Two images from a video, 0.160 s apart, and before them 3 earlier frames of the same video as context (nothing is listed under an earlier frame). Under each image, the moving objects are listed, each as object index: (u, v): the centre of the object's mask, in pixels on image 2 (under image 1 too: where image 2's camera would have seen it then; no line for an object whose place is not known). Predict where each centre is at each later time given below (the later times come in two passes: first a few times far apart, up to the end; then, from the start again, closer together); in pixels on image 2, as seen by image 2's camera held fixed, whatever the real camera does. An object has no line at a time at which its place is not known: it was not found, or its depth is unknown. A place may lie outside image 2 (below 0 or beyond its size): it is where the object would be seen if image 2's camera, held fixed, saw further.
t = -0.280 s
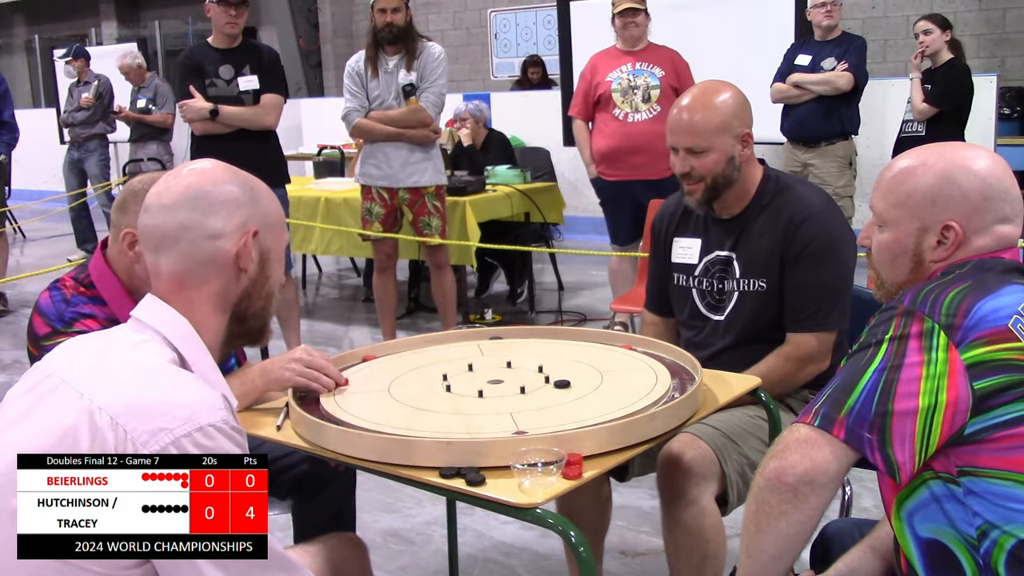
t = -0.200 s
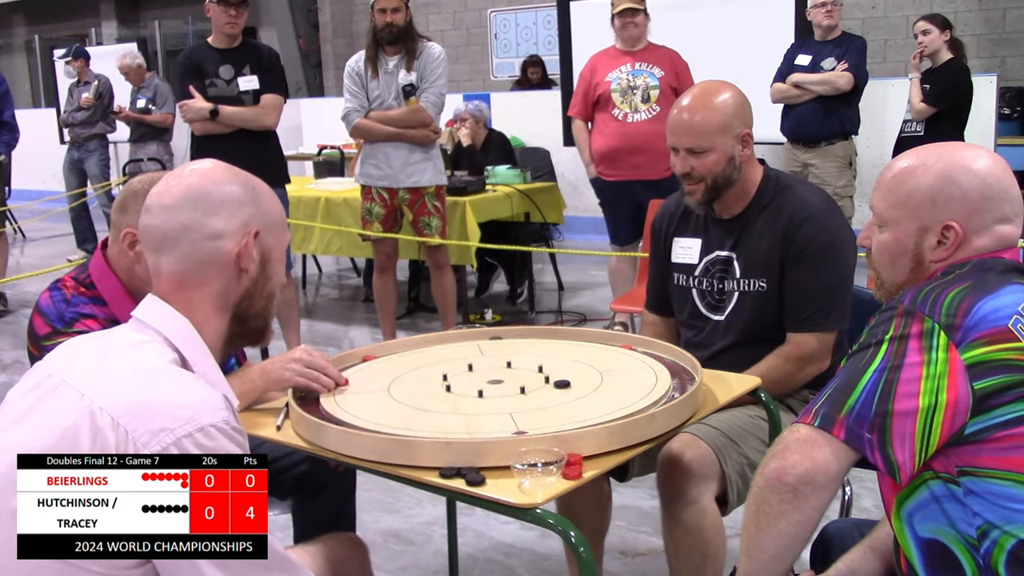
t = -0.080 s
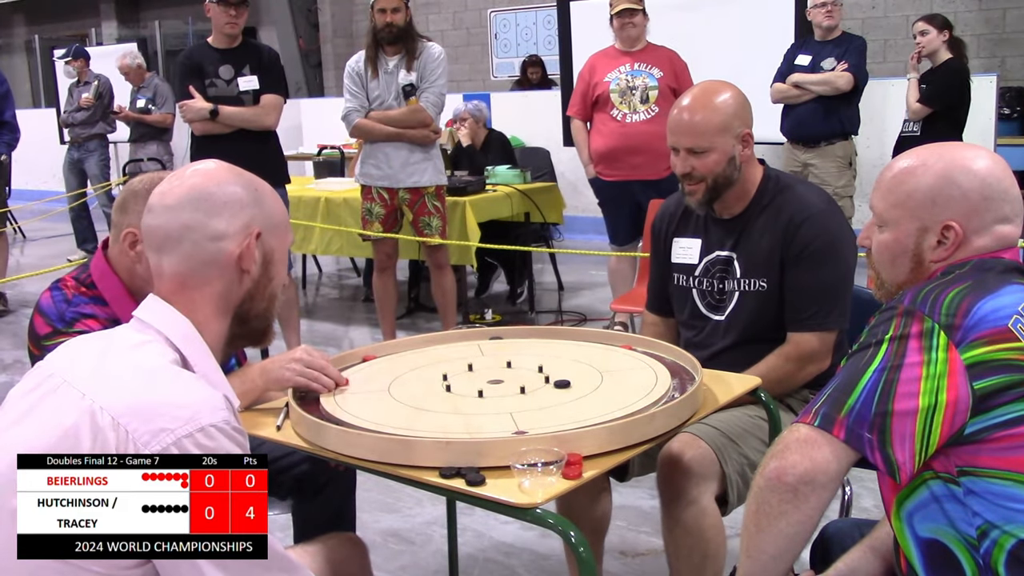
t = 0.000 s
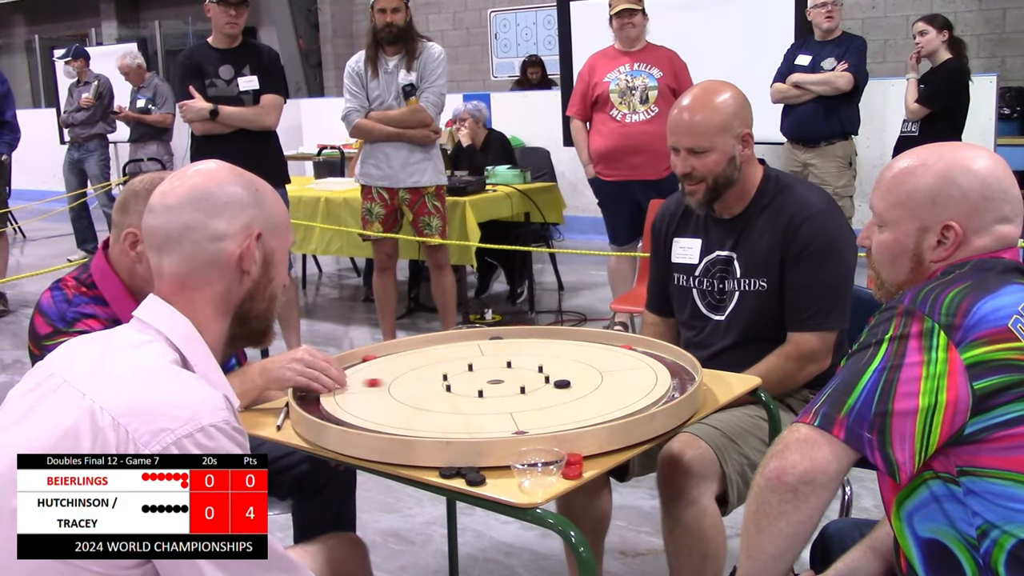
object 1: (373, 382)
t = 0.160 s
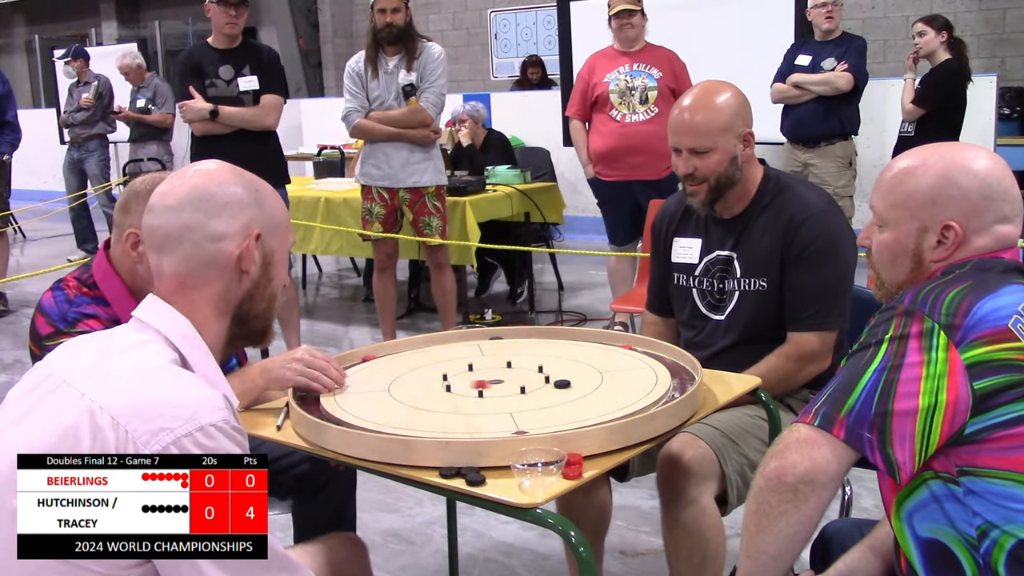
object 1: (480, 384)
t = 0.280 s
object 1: (545, 383)
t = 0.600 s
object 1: (548, 385)
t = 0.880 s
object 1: (548, 385)
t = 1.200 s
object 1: (548, 385)
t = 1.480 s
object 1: (548, 385)
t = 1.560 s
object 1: (548, 385)
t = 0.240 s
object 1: (531, 384)
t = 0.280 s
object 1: (545, 383)
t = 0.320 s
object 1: (546, 384)
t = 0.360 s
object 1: (546, 384)
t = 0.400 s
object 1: (547, 384)
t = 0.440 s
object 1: (548, 385)
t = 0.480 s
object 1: (548, 385)
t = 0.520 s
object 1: (548, 385)
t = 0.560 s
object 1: (548, 385)
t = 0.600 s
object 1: (548, 385)
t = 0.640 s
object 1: (548, 385)
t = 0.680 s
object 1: (548, 385)
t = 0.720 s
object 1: (548, 385)
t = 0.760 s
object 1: (548, 385)
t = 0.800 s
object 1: (548, 385)
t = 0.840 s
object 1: (548, 385)
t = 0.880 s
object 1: (548, 385)
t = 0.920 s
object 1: (548, 385)
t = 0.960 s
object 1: (548, 385)
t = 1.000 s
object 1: (548, 385)
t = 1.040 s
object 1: (548, 385)
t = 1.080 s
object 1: (548, 385)
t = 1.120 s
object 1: (548, 385)
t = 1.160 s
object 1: (548, 385)
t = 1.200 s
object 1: (548, 385)
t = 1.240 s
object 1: (548, 385)
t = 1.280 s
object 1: (548, 385)
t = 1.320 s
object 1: (548, 385)
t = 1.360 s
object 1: (548, 385)
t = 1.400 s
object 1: (548, 385)
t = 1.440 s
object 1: (548, 385)
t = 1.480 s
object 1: (548, 385)
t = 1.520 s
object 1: (548, 385)
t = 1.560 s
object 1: (548, 385)
